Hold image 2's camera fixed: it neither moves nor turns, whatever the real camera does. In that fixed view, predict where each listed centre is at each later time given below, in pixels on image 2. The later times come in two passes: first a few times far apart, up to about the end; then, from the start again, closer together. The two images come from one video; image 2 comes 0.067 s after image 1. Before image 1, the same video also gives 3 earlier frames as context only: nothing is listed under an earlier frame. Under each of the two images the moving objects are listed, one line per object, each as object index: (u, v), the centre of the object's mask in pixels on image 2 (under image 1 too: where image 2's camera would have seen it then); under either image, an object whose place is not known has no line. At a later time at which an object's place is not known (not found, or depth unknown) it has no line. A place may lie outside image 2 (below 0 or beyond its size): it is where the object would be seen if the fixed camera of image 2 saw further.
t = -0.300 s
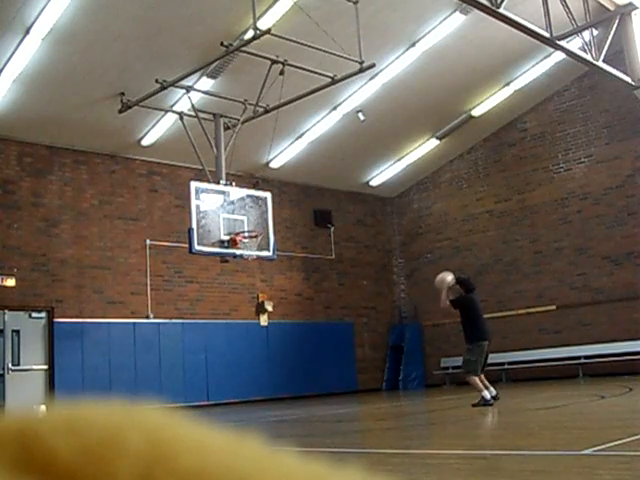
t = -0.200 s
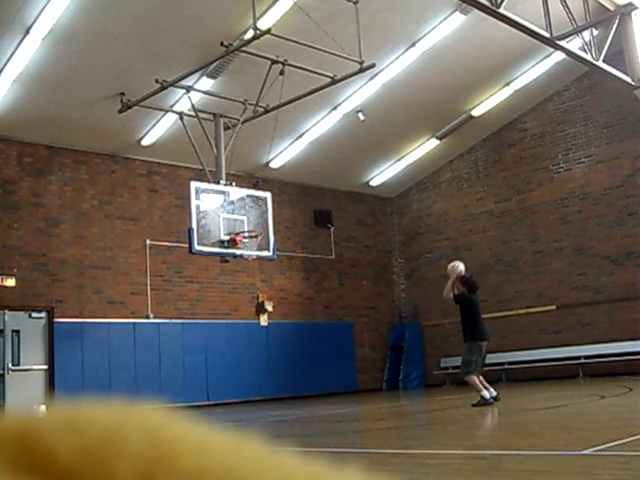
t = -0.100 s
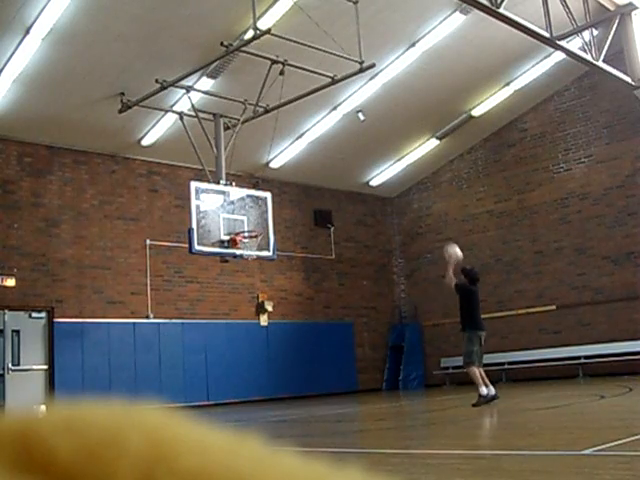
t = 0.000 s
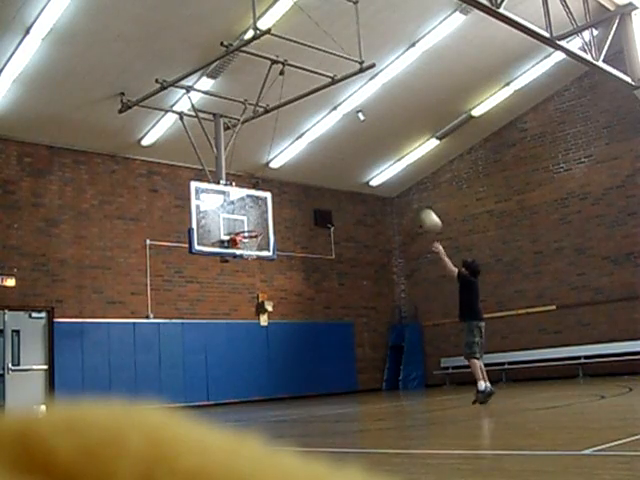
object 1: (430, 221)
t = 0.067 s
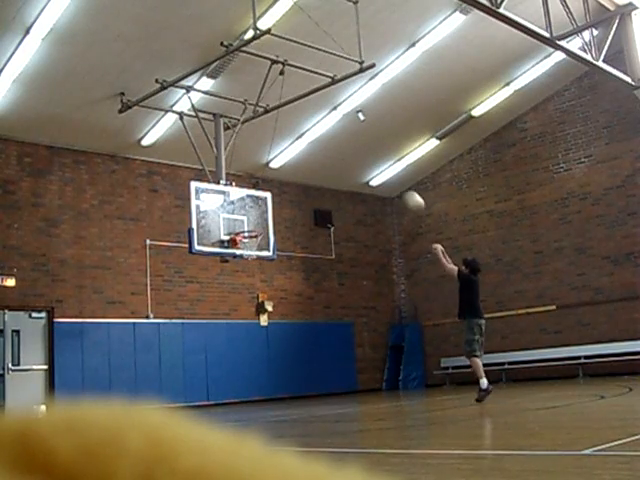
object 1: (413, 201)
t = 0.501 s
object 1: (328, 155)
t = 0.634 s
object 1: (308, 163)
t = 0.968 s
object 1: (262, 223)
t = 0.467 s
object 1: (334, 154)
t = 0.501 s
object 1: (328, 155)
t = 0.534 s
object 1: (323, 156)
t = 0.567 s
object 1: (318, 158)
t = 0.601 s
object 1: (313, 160)
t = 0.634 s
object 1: (308, 163)
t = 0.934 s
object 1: (263, 215)
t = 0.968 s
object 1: (262, 223)
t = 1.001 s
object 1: (259, 227)
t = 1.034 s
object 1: (257, 224)
